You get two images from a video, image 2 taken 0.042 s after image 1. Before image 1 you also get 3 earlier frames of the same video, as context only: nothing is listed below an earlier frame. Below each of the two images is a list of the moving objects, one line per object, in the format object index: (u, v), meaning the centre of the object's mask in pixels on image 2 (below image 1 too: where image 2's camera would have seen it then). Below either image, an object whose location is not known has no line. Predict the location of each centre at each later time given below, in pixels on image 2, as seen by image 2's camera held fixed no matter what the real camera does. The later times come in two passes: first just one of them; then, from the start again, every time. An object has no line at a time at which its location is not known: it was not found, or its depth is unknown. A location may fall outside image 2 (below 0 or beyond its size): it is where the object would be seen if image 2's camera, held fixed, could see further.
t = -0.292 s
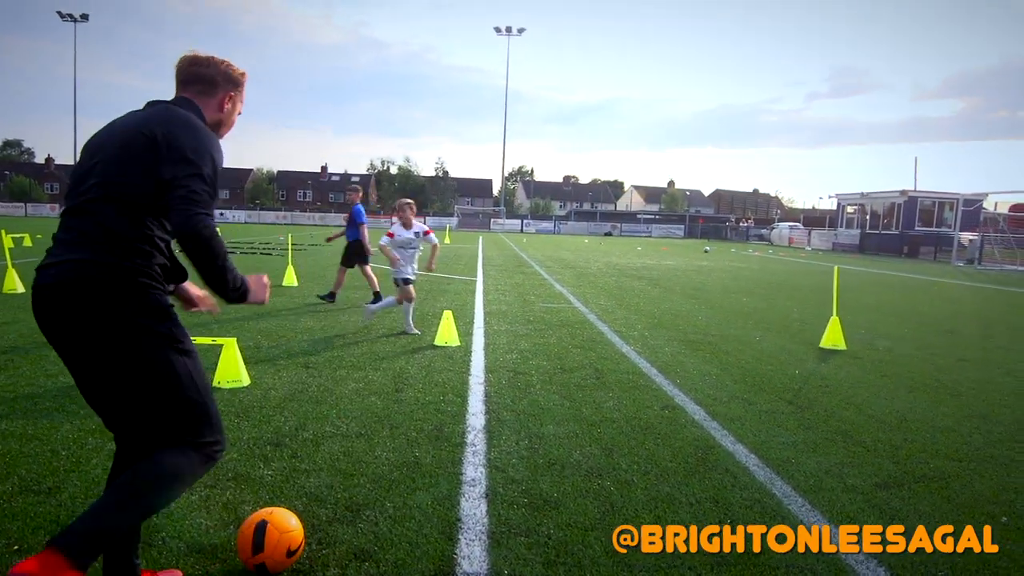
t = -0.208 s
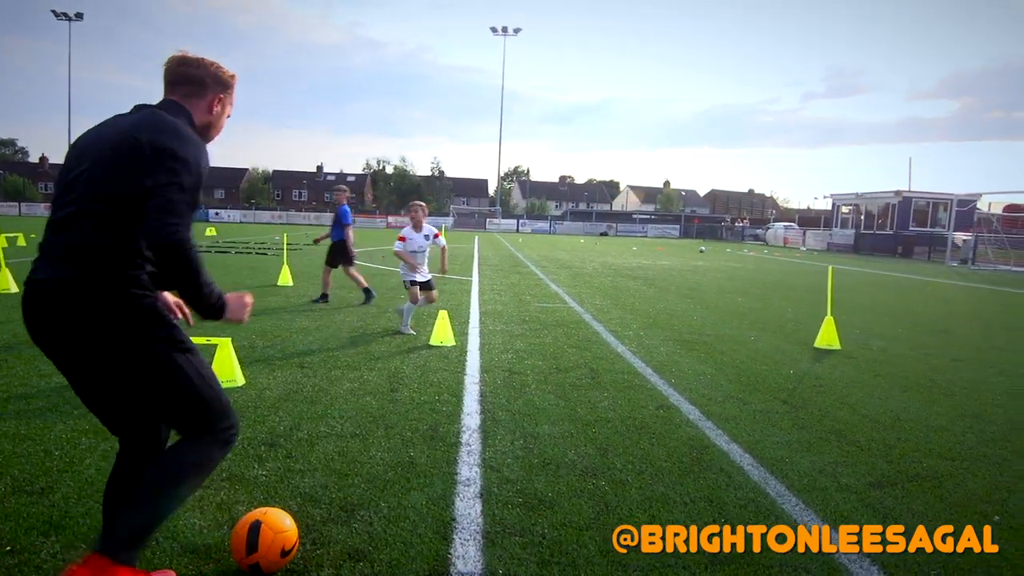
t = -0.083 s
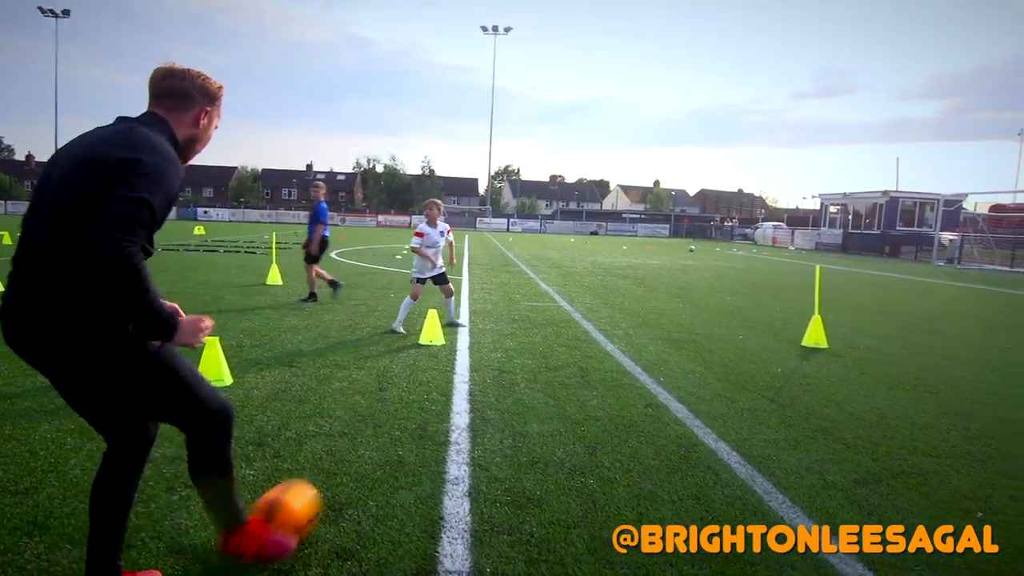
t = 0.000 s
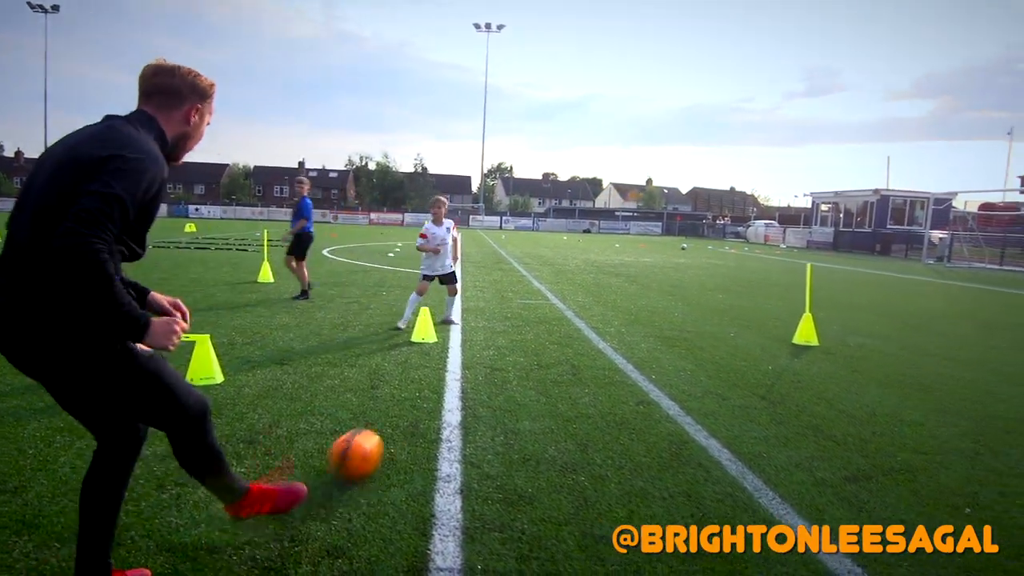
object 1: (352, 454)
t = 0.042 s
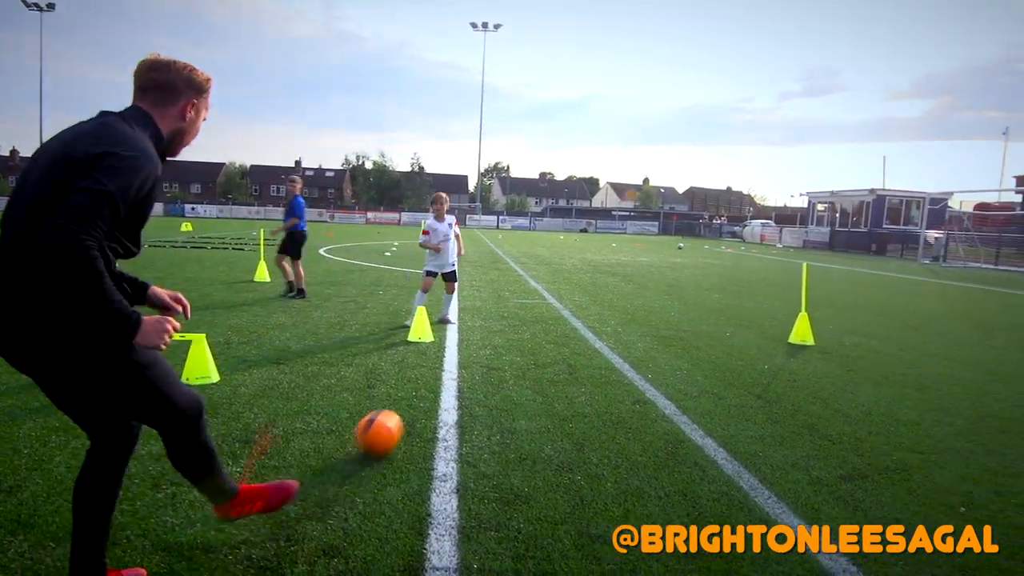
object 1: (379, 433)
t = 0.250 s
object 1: (459, 374)
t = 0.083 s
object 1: (401, 416)
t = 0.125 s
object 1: (419, 403)
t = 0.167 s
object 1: (434, 392)
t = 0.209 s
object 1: (447, 382)
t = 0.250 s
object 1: (459, 374)
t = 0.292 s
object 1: (468, 367)
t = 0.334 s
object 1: (476, 361)
